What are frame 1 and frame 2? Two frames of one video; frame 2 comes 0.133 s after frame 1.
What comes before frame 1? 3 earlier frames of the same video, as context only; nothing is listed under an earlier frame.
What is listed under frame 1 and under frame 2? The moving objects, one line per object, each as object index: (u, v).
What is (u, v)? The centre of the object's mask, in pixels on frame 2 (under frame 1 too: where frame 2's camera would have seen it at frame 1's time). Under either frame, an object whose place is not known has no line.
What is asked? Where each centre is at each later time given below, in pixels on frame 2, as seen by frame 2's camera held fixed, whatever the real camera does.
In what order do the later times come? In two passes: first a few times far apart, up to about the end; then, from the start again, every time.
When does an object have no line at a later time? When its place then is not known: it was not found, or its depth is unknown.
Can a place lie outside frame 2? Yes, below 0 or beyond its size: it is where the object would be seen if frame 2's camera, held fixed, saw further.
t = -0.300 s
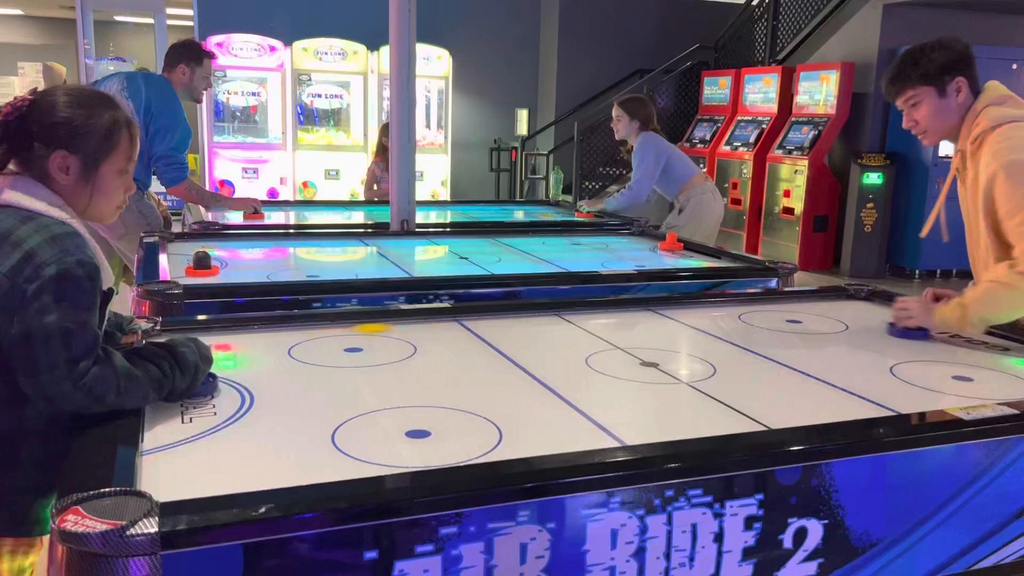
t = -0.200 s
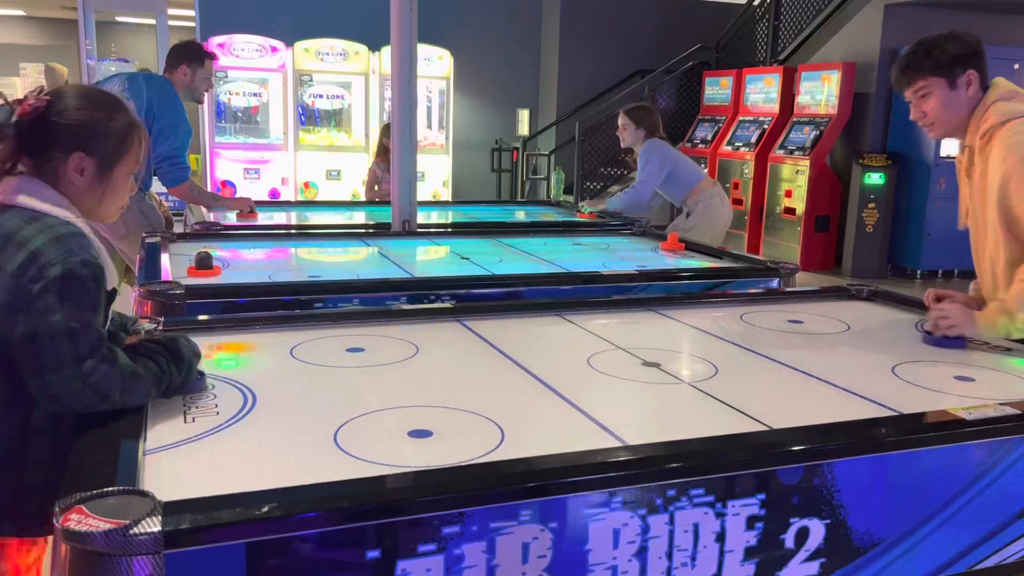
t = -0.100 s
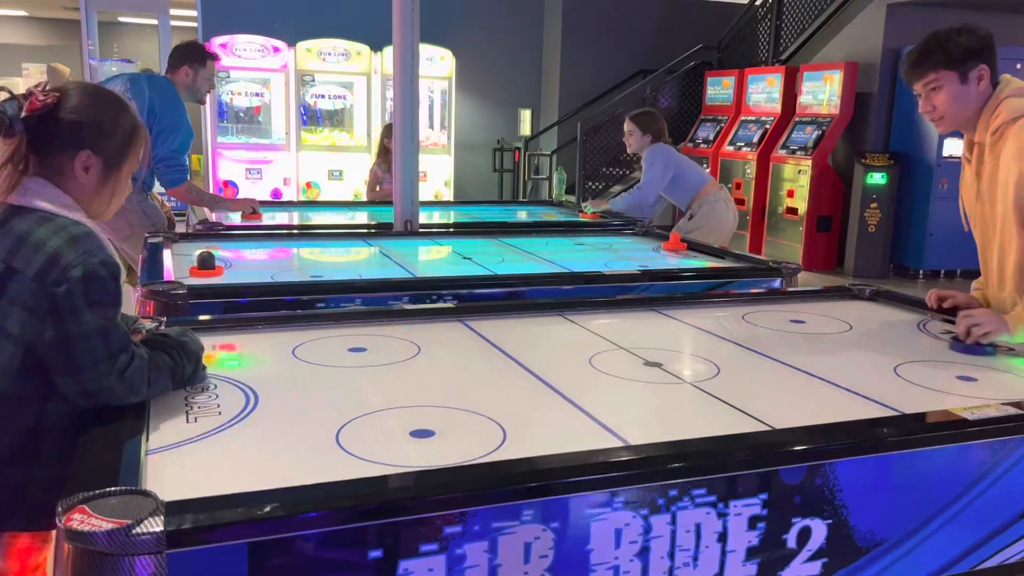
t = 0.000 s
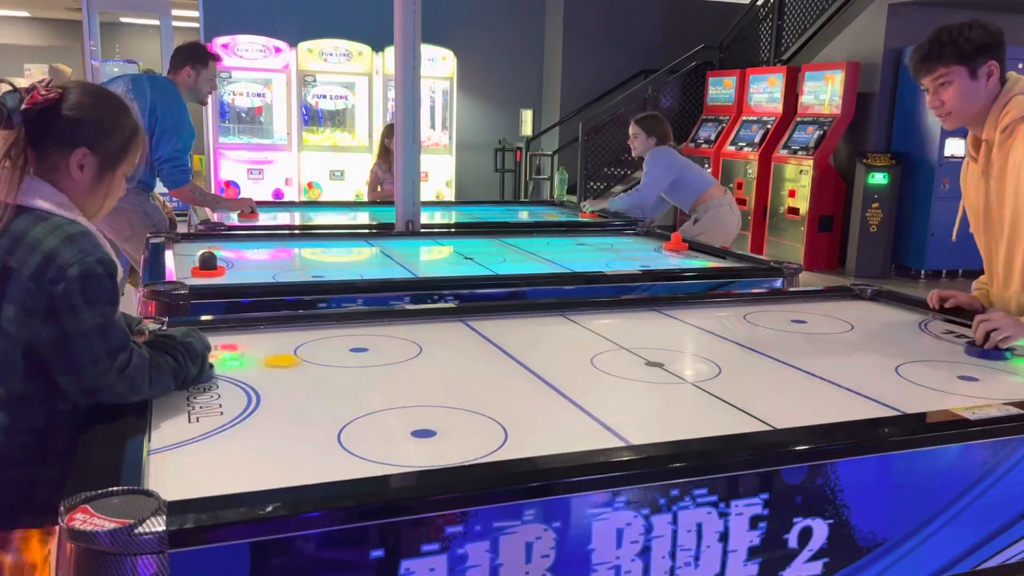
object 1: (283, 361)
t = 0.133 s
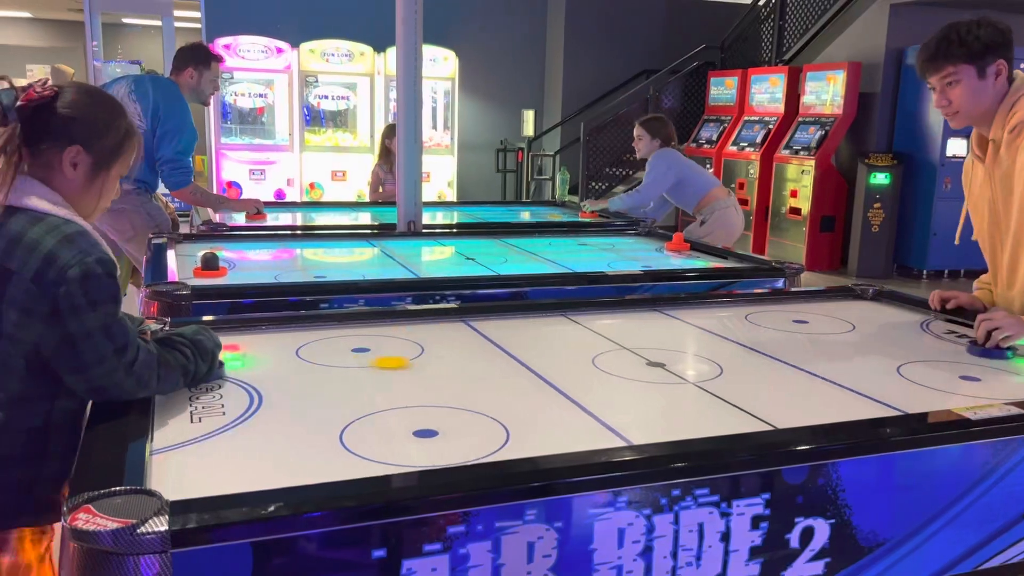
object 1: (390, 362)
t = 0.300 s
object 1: (521, 366)
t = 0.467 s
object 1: (650, 370)
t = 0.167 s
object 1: (416, 363)
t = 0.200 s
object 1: (443, 363)
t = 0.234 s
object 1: (469, 364)
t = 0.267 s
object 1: (494, 365)
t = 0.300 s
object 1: (521, 366)
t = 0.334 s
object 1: (547, 366)
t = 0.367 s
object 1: (573, 368)
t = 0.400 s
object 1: (598, 369)
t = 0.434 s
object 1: (625, 369)
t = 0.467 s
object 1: (650, 370)
